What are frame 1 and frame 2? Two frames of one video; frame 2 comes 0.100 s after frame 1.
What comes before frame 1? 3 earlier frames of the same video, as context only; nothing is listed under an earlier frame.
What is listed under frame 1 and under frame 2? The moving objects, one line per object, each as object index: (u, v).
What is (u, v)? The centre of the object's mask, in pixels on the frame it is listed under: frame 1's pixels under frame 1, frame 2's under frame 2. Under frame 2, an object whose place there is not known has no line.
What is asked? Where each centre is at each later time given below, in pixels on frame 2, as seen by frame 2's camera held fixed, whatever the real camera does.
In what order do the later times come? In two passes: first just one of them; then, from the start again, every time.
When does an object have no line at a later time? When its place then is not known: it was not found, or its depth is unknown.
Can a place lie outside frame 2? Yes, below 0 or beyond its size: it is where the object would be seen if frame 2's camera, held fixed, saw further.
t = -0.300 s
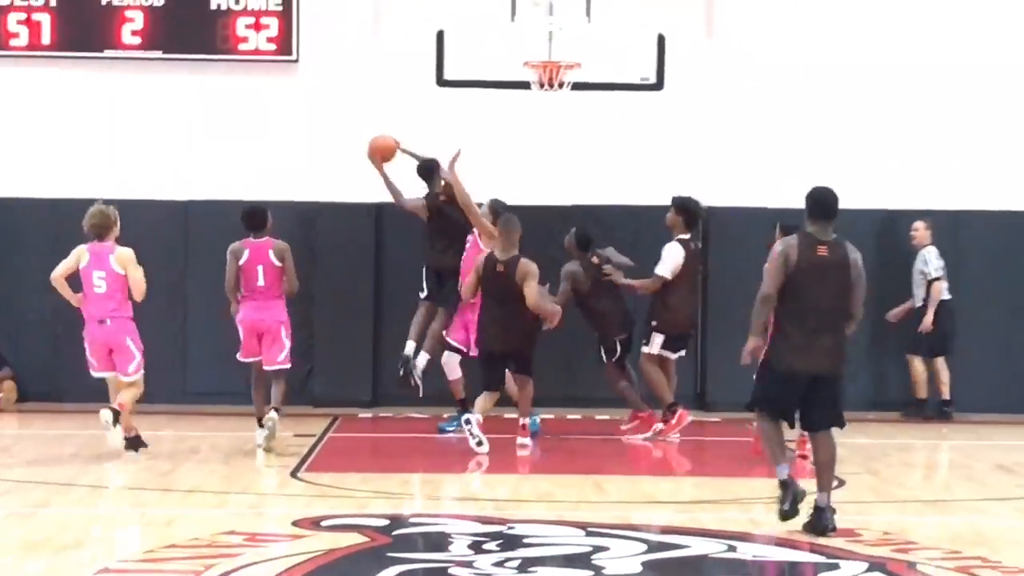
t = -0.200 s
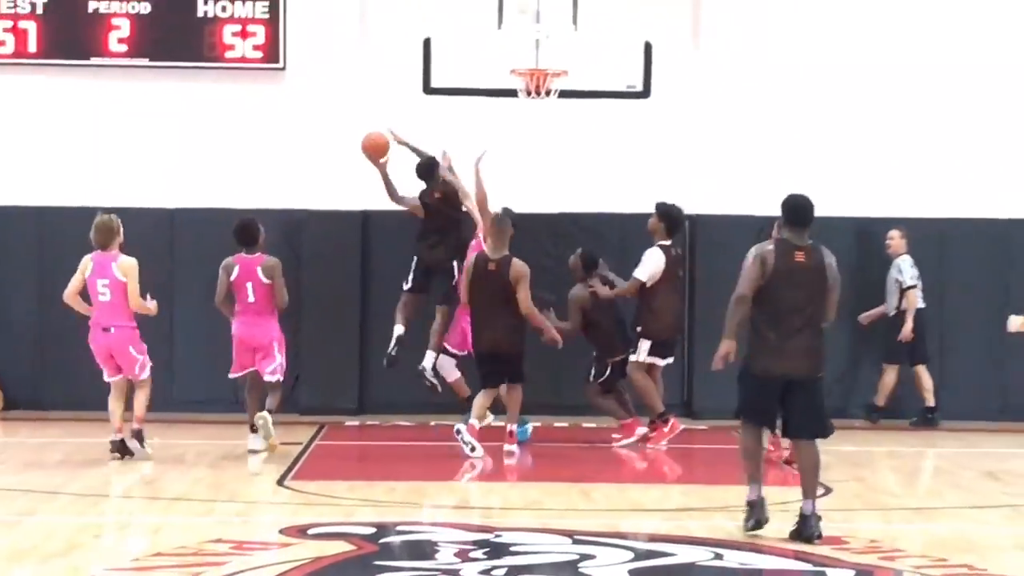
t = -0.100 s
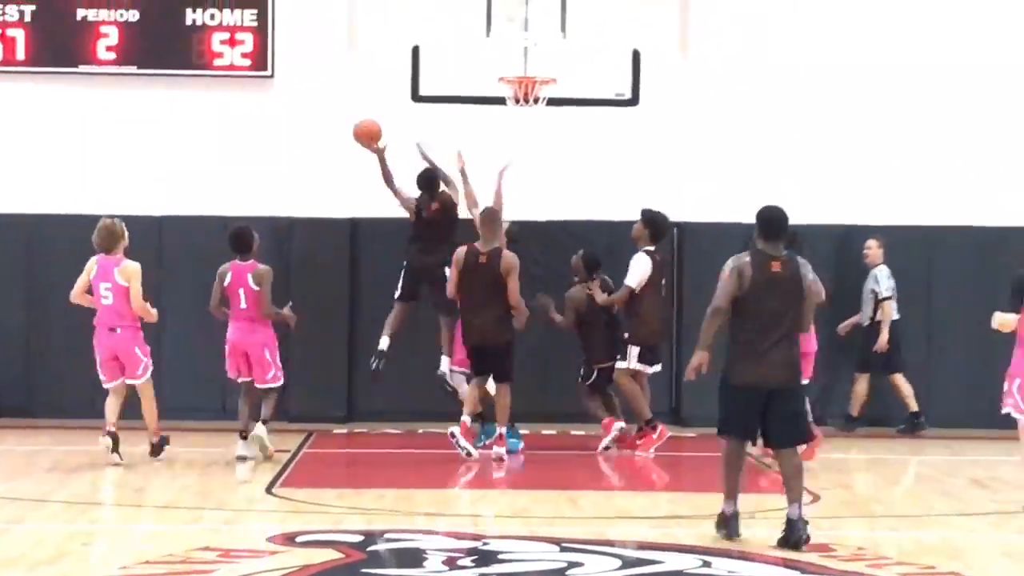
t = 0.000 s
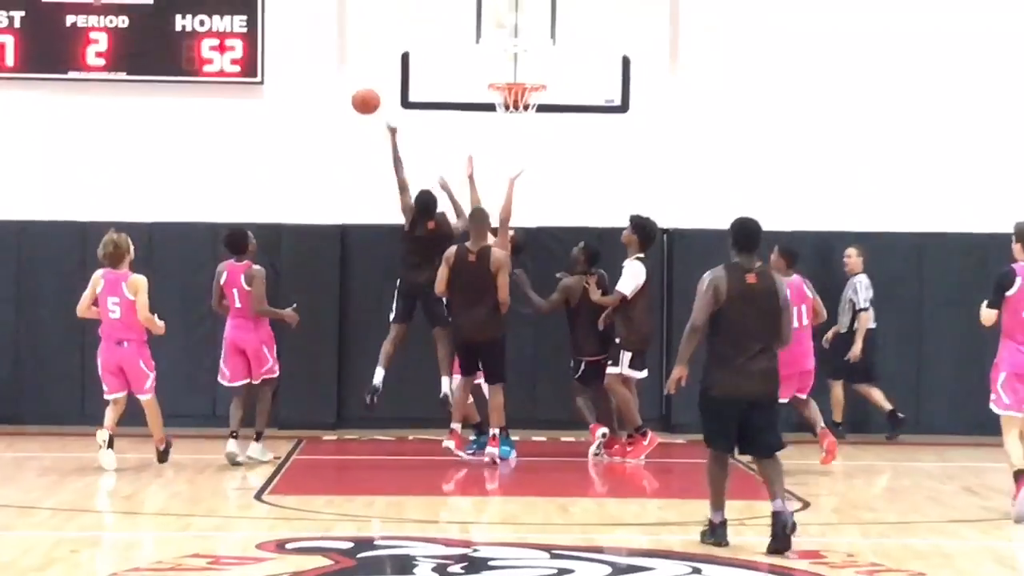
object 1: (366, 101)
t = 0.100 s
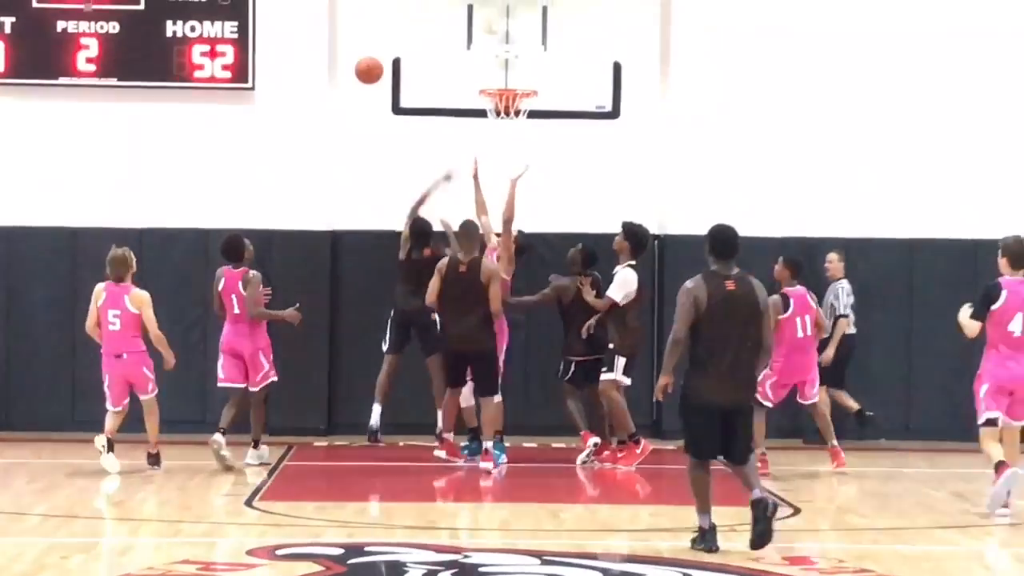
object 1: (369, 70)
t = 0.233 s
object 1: (385, 39)
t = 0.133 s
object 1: (373, 60)
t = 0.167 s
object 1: (377, 52)
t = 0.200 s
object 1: (381, 45)
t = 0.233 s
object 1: (385, 39)
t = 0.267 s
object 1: (389, 35)
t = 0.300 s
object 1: (393, 32)
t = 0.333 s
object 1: (397, 31)
